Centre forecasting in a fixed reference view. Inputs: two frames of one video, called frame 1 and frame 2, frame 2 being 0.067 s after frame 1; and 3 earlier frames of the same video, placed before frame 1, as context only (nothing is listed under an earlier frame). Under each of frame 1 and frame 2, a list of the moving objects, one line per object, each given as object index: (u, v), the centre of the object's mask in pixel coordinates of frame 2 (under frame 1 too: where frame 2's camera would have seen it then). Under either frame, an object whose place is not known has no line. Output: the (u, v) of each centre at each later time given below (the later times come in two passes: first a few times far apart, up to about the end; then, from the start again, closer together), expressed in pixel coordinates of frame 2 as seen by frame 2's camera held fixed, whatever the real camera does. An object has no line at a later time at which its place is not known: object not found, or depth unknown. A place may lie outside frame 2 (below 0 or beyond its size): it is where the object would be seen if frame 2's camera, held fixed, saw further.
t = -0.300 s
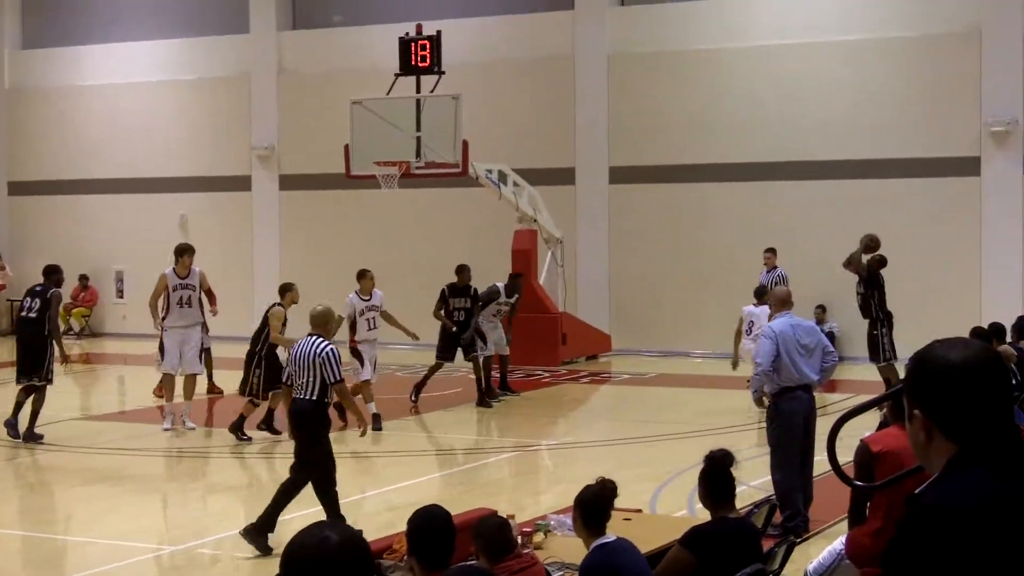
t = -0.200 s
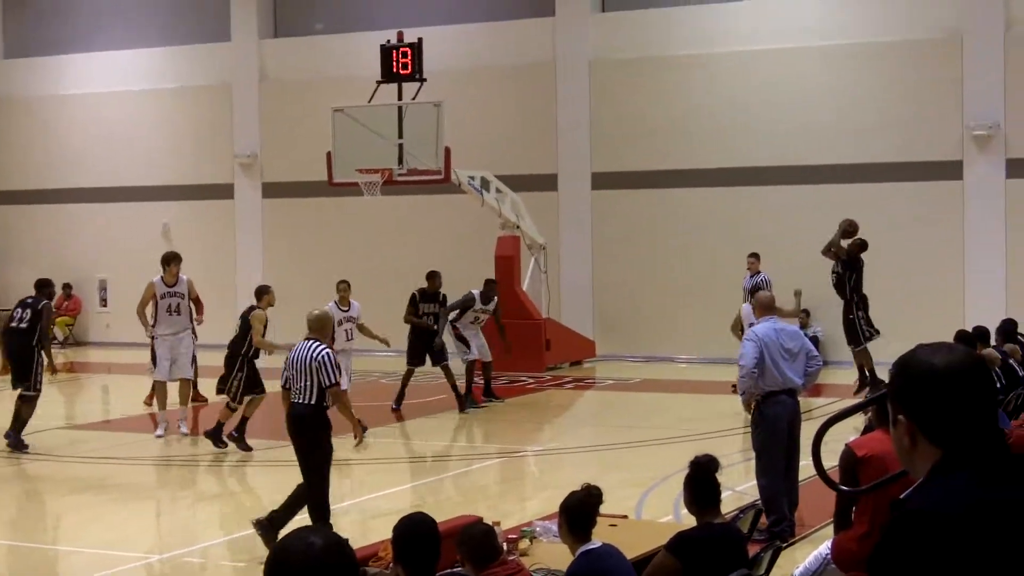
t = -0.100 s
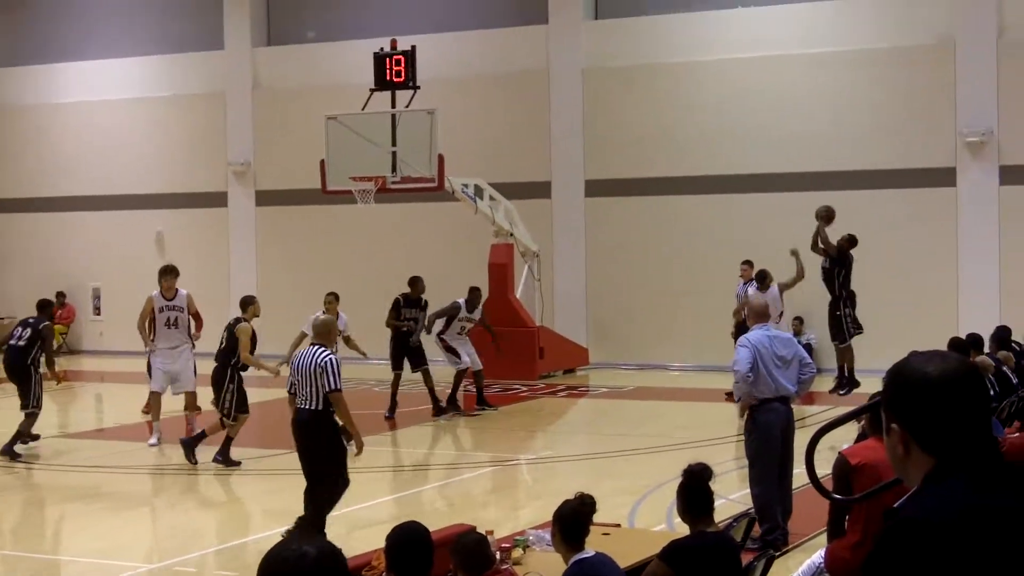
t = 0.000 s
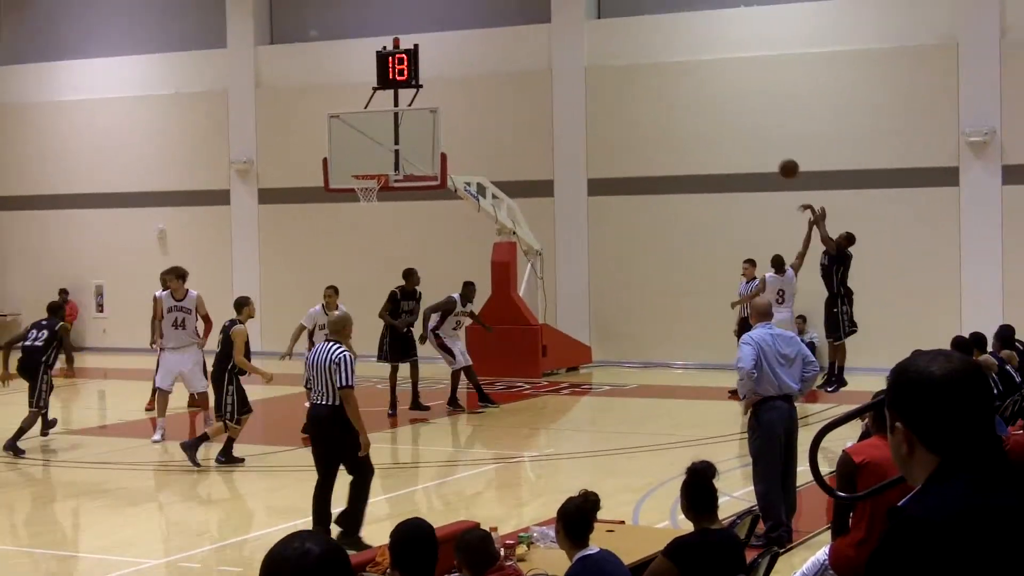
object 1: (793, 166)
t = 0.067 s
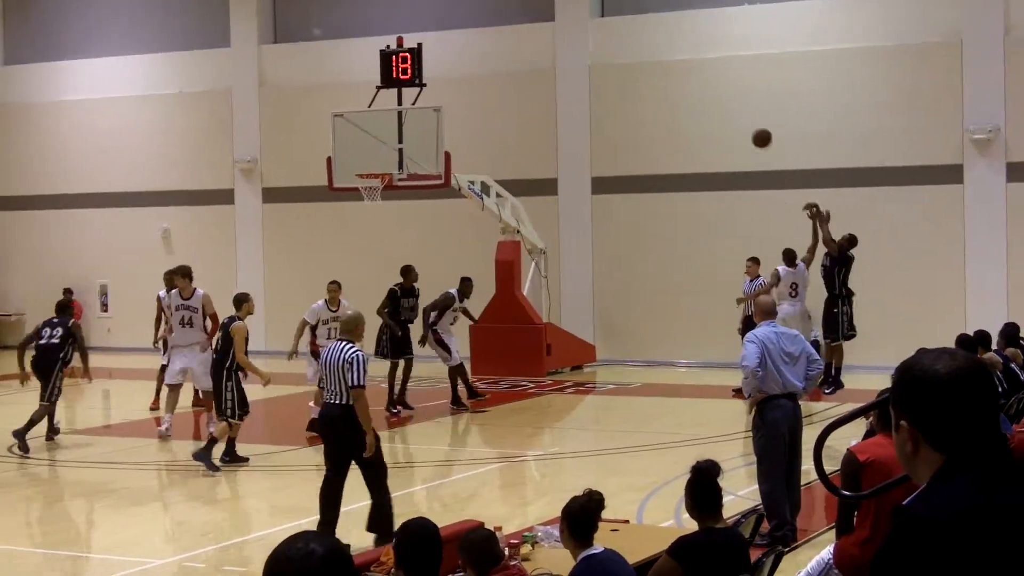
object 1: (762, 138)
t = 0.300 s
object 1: (659, 71)
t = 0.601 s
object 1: (538, 49)
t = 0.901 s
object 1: (429, 94)
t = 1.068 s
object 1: (374, 146)
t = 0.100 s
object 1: (747, 126)
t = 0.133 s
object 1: (732, 114)
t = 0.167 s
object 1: (717, 104)
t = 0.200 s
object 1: (702, 94)
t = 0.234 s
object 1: (688, 85)
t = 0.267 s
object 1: (673, 78)
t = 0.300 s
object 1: (659, 71)
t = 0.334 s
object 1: (645, 65)
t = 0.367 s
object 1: (631, 60)
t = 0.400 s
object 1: (618, 55)
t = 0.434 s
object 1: (604, 52)
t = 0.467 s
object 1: (591, 50)
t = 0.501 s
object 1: (577, 48)
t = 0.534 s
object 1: (565, 47)
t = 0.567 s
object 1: (551, 48)
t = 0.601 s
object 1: (538, 49)
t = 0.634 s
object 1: (526, 51)
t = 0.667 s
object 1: (513, 53)
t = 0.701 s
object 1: (501, 57)
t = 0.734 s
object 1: (489, 61)
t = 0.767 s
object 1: (476, 66)
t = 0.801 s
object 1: (465, 72)
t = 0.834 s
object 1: (453, 79)
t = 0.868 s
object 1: (441, 86)
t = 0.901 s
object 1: (429, 94)
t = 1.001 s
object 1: (395, 123)
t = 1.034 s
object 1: (385, 134)
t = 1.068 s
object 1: (374, 146)
